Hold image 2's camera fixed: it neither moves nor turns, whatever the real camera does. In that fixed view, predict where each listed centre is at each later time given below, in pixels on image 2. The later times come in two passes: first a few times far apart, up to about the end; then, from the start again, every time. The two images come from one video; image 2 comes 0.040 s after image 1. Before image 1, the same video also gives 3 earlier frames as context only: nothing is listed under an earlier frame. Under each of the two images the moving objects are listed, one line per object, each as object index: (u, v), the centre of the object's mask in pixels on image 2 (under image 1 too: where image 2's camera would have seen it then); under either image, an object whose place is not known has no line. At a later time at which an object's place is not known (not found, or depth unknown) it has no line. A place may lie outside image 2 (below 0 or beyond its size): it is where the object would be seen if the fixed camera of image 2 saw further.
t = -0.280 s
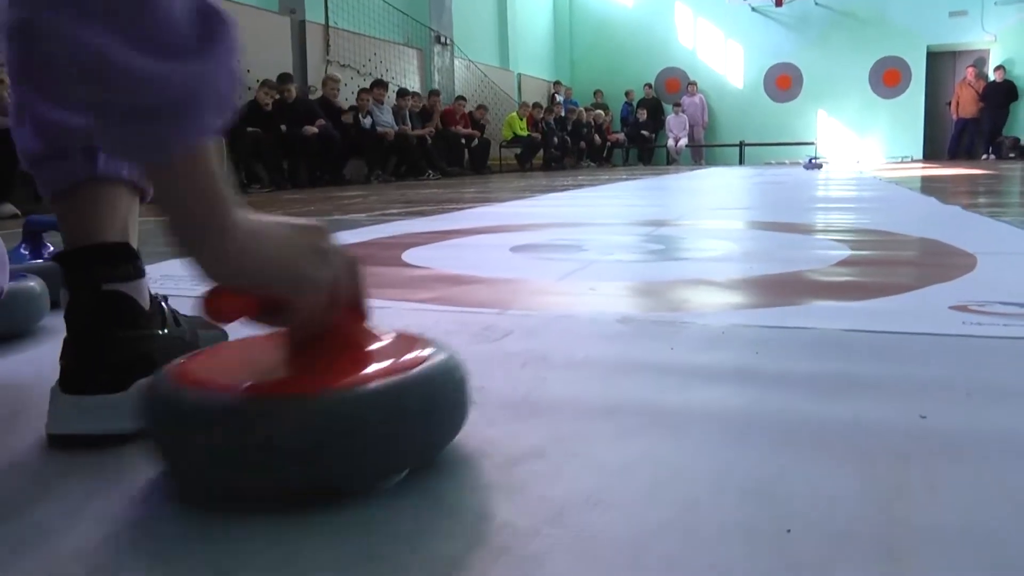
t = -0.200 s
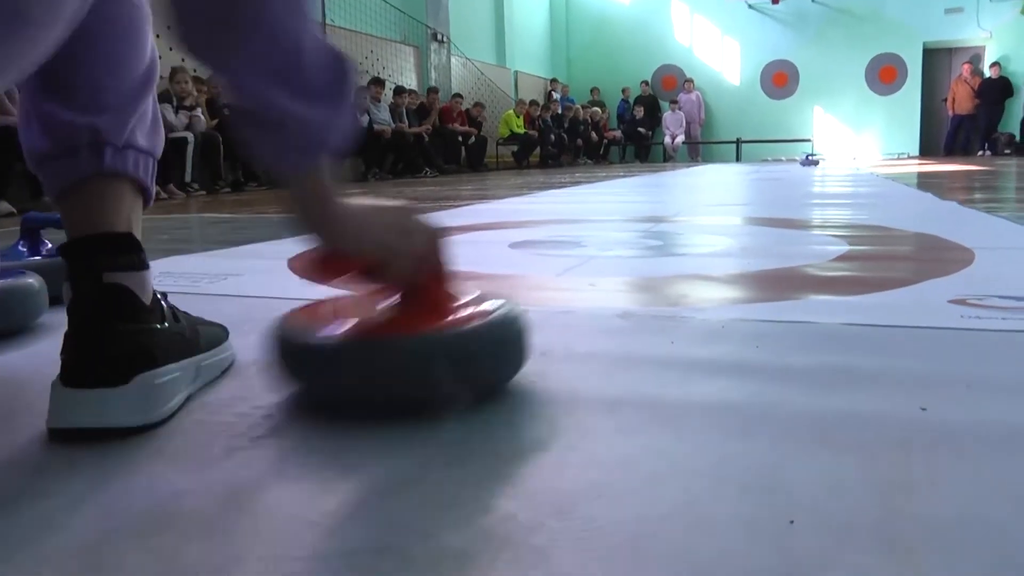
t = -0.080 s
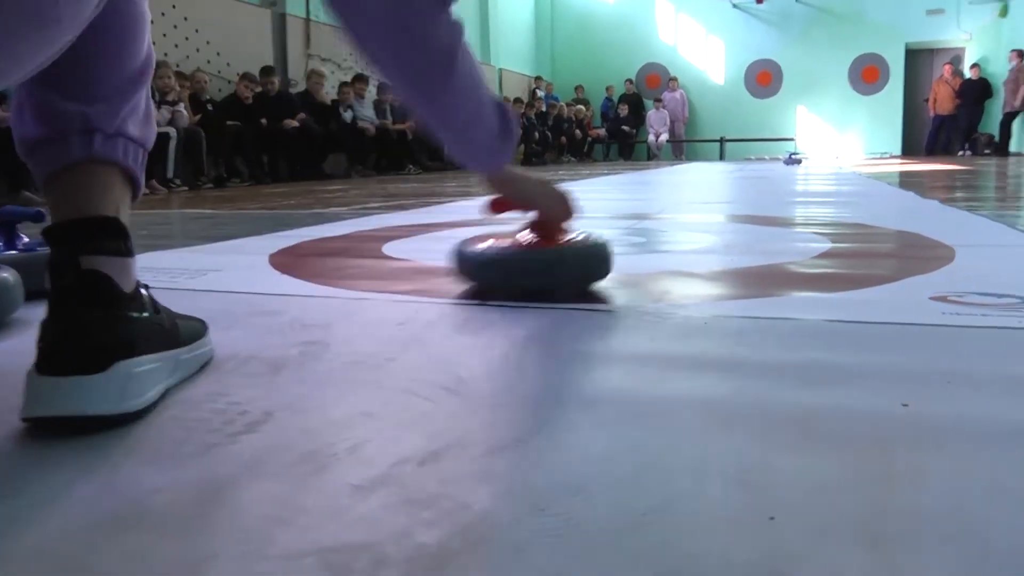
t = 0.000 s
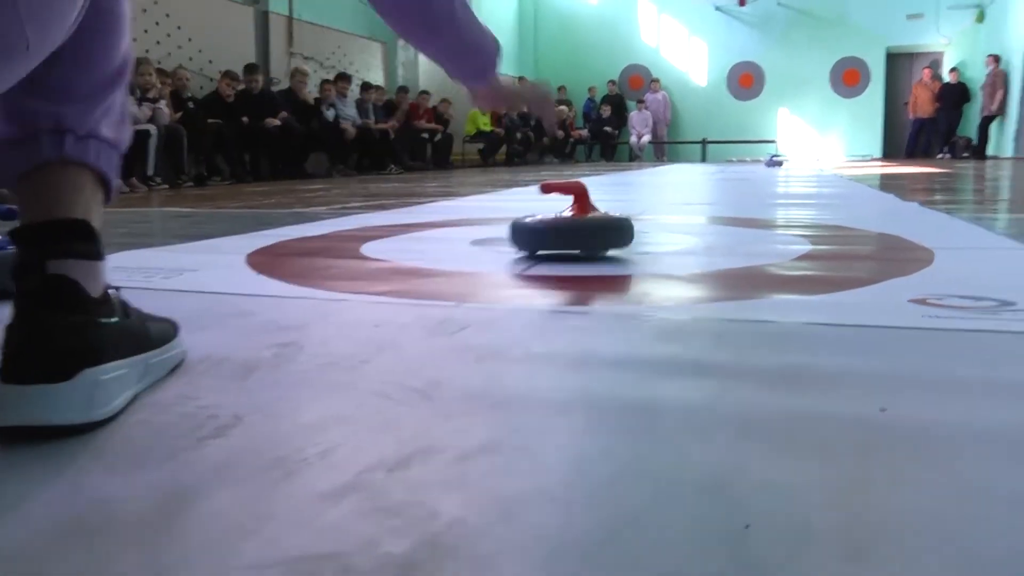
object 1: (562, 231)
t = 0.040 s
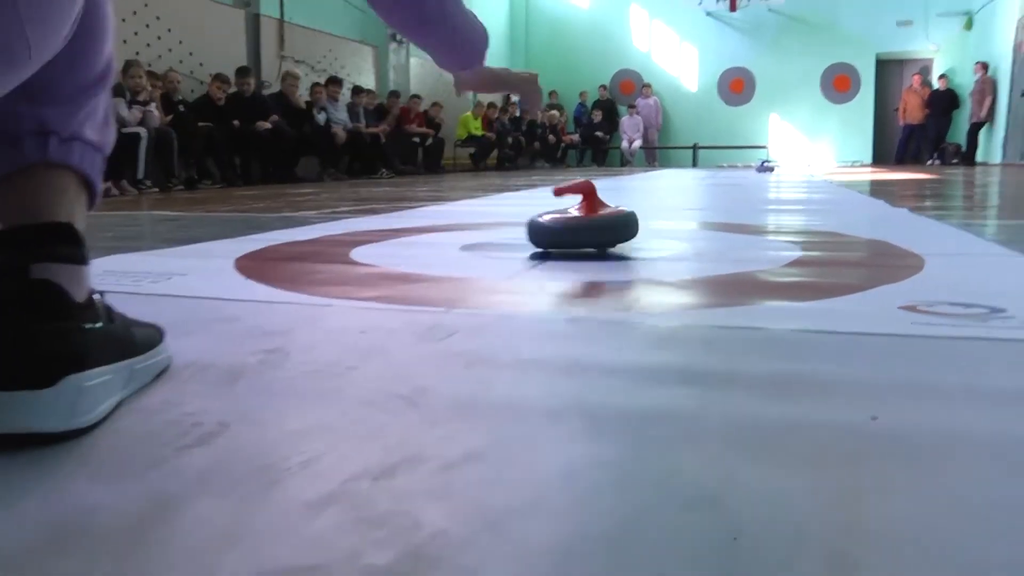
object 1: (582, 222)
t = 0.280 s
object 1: (648, 194)
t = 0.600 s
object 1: (685, 188)
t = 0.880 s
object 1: (704, 180)
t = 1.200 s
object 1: (716, 176)
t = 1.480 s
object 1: (723, 175)
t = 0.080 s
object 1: (599, 219)
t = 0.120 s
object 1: (614, 213)
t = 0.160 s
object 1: (625, 208)
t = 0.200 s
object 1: (635, 204)
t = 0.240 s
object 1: (642, 200)
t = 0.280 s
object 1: (648, 194)
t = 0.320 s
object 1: (654, 191)
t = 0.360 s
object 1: (659, 192)
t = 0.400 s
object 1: (665, 191)
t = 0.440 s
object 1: (671, 191)
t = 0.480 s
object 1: (675, 190)
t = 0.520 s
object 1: (679, 190)
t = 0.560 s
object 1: (682, 188)
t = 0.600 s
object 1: (685, 188)
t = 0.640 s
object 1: (688, 187)
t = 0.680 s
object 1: (691, 185)
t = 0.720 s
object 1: (694, 184)
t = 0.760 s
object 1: (696, 183)
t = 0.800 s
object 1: (699, 181)
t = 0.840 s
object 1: (702, 180)
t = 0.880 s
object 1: (704, 180)
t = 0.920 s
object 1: (705, 179)
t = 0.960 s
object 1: (708, 178)
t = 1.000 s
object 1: (709, 178)
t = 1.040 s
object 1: (711, 177)
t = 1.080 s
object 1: (712, 177)
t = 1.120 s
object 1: (713, 177)
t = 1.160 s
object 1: (715, 176)
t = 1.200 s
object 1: (716, 176)
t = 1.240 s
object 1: (717, 176)
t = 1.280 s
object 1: (718, 176)
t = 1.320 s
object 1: (719, 176)
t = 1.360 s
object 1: (720, 175)
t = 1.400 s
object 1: (722, 175)
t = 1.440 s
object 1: (723, 175)
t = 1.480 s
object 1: (723, 175)
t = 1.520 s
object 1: (725, 174)
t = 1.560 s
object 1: (725, 175)
